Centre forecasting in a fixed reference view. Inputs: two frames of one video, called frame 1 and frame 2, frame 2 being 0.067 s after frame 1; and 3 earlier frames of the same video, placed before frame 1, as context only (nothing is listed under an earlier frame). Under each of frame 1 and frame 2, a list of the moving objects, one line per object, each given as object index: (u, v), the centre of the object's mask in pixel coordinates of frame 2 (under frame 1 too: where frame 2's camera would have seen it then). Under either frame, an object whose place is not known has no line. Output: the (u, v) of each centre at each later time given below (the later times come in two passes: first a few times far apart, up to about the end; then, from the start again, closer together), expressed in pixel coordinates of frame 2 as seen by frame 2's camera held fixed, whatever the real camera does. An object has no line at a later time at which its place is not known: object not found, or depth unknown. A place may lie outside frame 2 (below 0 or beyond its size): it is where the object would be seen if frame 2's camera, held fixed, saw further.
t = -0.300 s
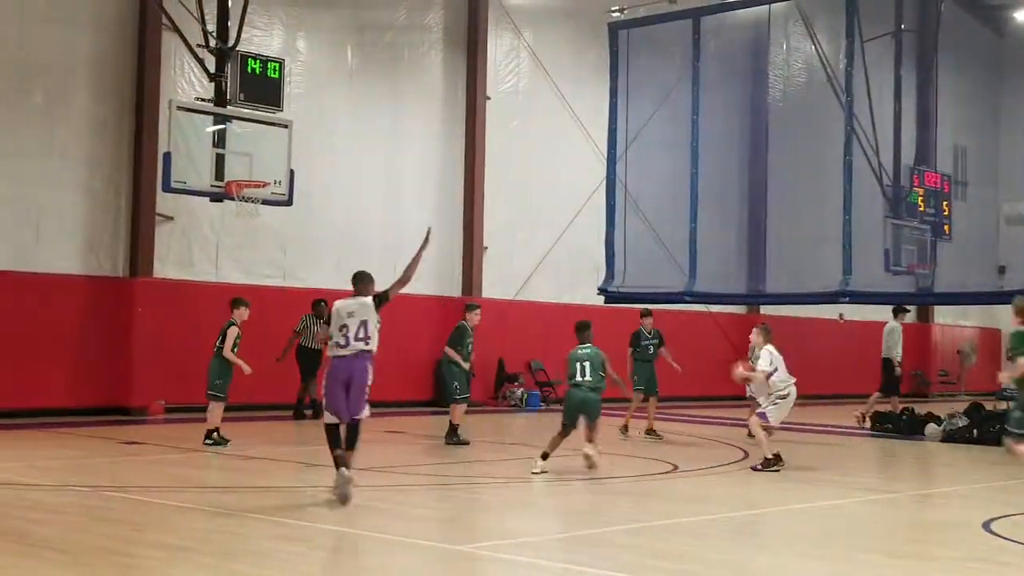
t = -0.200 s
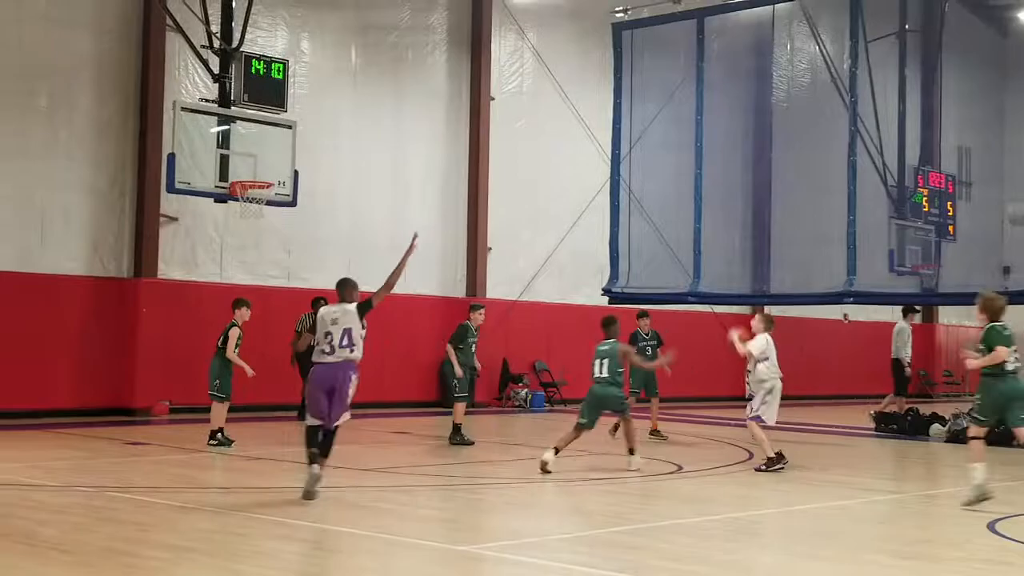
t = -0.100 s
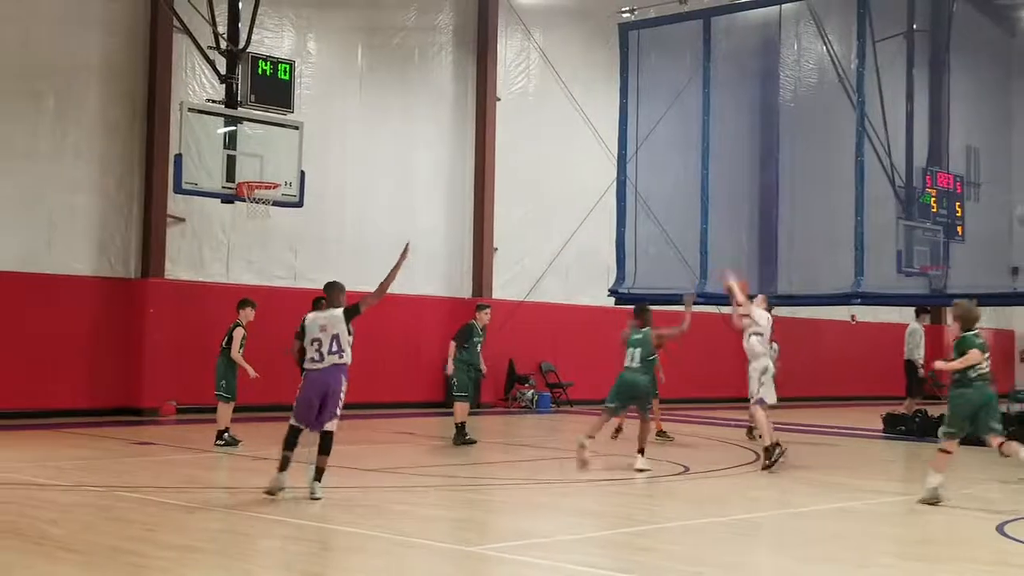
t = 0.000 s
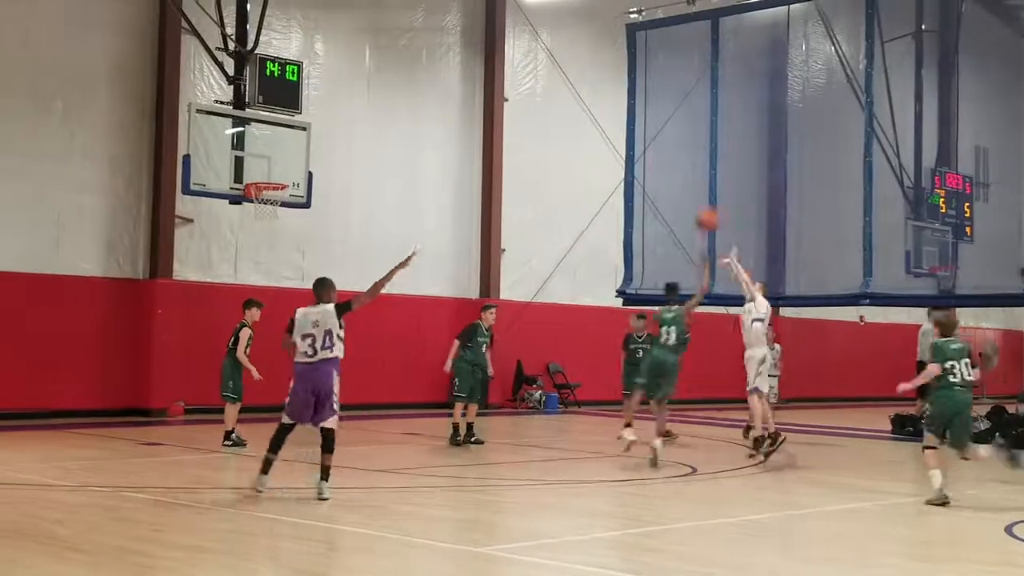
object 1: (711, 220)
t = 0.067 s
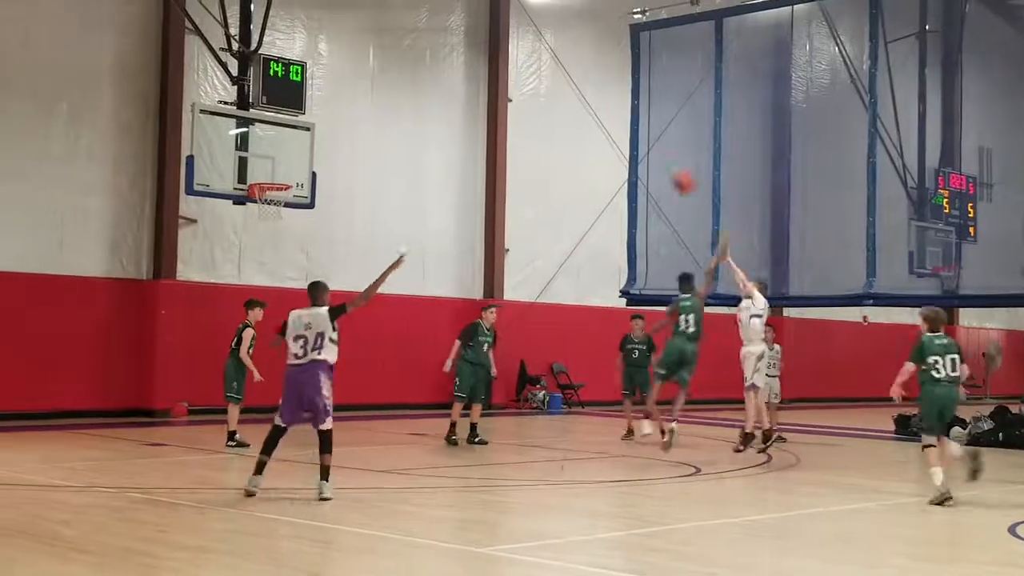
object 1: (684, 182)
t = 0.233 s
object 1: (619, 104)
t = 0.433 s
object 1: (545, 49)
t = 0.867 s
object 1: (400, 44)
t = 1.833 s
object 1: (345, 180)
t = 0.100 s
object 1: (670, 165)
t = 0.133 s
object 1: (657, 147)
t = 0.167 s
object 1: (646, 132)
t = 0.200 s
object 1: (631, 117)
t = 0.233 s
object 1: (619, 104)
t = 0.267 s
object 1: (605, 92)
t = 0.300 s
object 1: (594, 83)
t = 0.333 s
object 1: (581, 74)
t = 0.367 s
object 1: (569, 64)
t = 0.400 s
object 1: (558, 56)
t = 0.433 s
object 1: (545, 49)
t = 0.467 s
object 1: (533, 43)
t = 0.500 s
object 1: (519, 36)
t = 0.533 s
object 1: (512, 32)
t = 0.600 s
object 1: (487, 27)
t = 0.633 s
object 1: (476, 26)
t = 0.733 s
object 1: (444, 28)
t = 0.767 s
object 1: (433, 31)
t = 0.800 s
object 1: (422, 34)
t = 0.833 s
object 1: (411, 39)
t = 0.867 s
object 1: (400, 44)
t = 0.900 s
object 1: (389, 51)
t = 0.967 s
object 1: (367, 65)
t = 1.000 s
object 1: (357, 73)
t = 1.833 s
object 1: (345, 180)
